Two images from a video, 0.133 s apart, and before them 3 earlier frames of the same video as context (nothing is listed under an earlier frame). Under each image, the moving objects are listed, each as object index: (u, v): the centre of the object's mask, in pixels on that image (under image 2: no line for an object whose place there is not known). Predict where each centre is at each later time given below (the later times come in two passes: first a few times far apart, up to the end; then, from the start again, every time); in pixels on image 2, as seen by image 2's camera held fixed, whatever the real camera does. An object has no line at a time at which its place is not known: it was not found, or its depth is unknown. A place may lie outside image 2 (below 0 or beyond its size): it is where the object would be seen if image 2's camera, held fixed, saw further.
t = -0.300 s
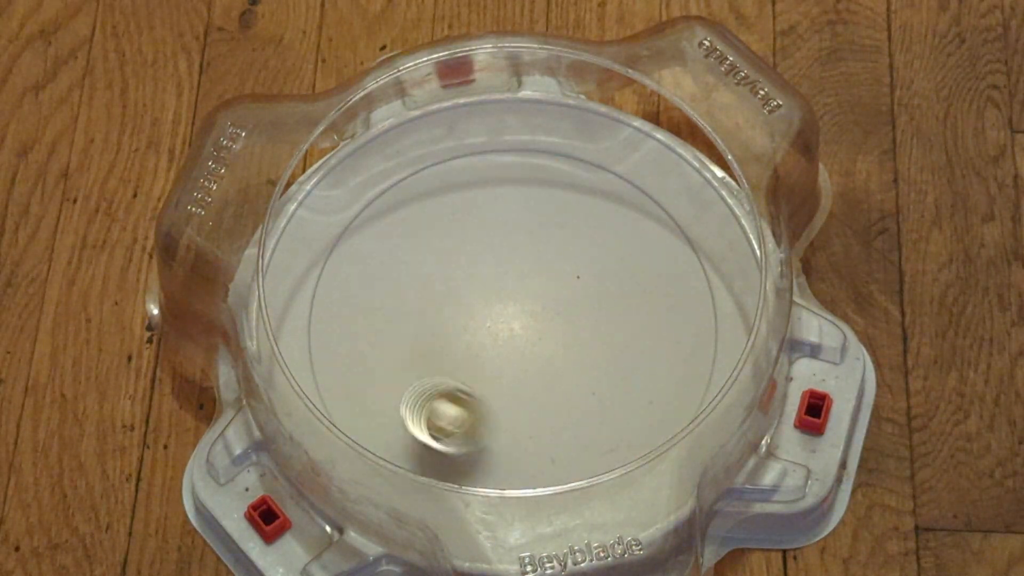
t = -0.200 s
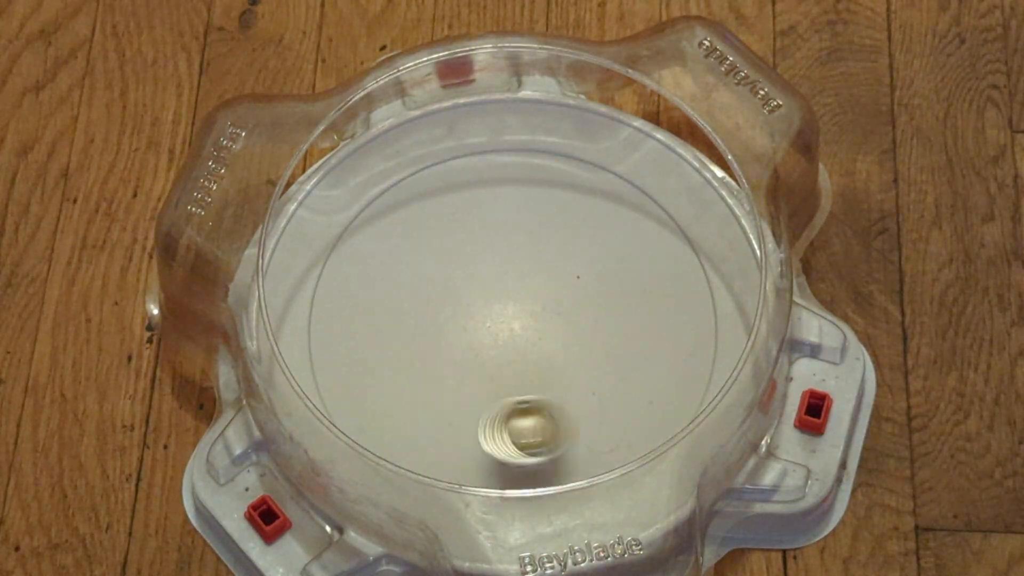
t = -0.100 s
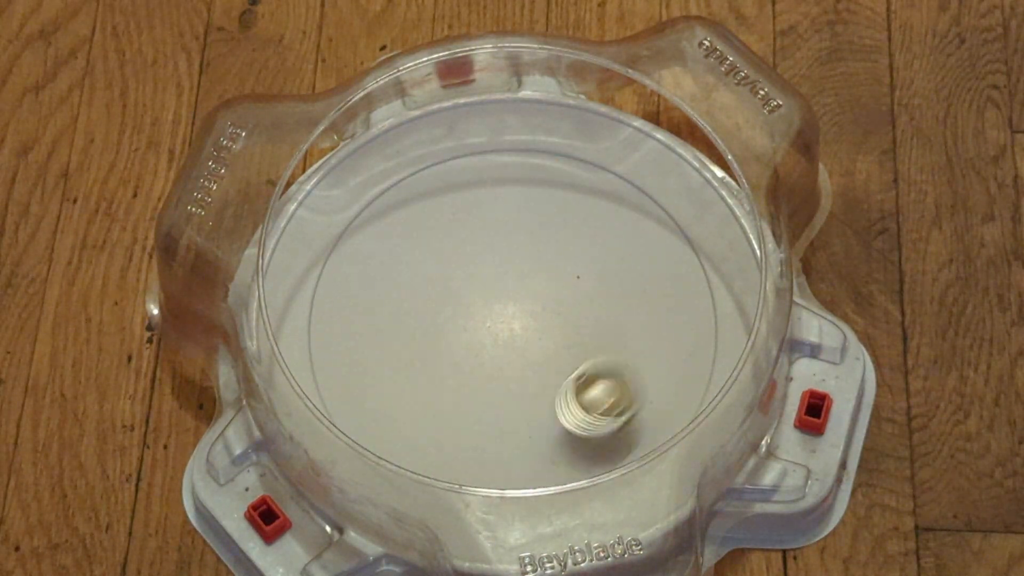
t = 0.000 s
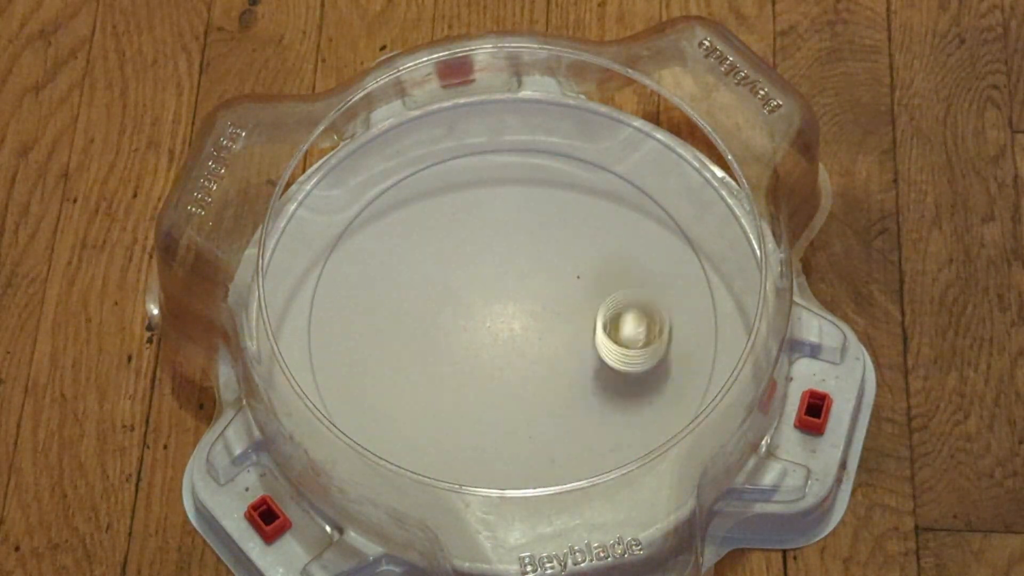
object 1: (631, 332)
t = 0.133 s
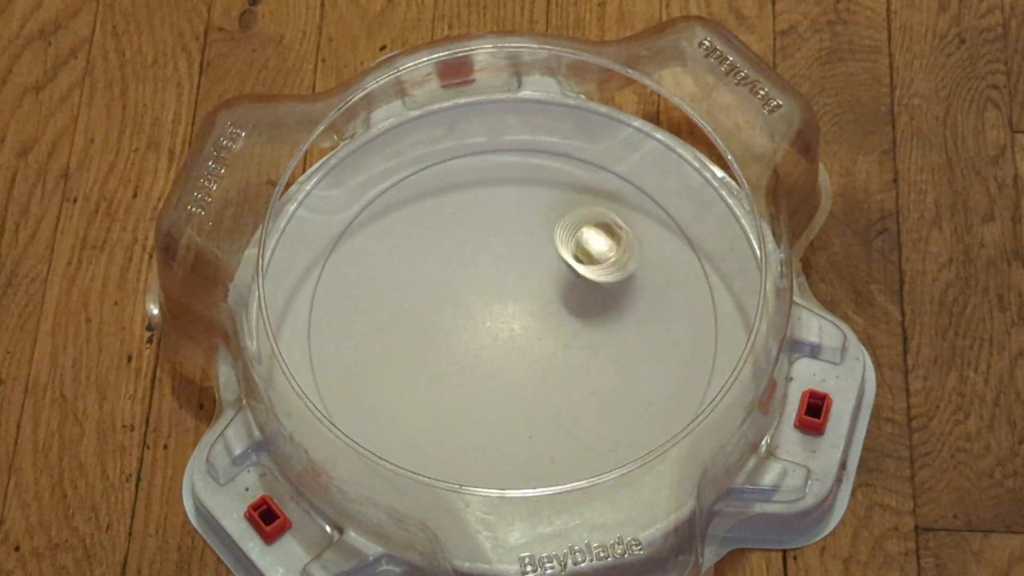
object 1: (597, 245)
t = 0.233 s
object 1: (531, 212)
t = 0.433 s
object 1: (406, 267)
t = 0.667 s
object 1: (449, 406)
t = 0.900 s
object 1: (608, 363)
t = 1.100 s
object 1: (581, 239)
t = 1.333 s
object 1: (434, 243)
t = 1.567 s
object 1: (434, 378)
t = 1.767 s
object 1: (562, 393)
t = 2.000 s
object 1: (596, 266)
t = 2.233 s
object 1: (467, 238)
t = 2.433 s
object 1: (428, 335)
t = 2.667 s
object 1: (535, 390)
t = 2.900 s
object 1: (596, 297)
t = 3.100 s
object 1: (515, 244)
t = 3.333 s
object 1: (441, 314)
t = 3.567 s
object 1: (506, 381)
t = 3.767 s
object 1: (579, 336)
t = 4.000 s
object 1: (530, 261)
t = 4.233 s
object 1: (454, 301)
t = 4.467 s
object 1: (492, 366)
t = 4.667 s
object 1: (556, 335)
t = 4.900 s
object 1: (522, 272)
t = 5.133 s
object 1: (467, 305)
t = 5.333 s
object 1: (493, 345)
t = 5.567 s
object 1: (540, 320)
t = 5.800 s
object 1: (514, 291)
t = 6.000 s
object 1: (493, 312)
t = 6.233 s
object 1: (517, 329)
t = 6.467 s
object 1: (528, 309)
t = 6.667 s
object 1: (510, 305)
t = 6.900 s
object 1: (505, 323)
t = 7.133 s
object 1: (522, 326)
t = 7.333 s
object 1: (522, 311)
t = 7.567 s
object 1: (503, 314)
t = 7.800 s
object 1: (506, 329)
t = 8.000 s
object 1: (519, 323)
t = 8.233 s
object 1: (511, 307)
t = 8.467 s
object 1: (498, 318)
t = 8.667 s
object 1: (509, 326)
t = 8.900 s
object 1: (521, 312)
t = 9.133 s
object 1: (506, 305)
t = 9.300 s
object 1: (500, 316)
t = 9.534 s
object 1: (517, 325)
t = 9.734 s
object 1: (525, 312)
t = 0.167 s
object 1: (577, 229)
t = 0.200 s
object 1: (555, 219)
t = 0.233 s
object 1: (531, 212)
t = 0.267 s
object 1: (505, 211)
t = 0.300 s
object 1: (482, 214)
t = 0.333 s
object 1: (458, 222)
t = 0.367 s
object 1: (437, 233)
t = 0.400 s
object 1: (419, 249)
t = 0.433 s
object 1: (406, 267)
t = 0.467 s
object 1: (397, 289)
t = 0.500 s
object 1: (394, 311)
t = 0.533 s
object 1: (396, 335)
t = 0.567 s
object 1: (402, 356)
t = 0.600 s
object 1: (414, 376)
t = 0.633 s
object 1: (428, 392)
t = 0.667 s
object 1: (449, 406)
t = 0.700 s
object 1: (473, 415)
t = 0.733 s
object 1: (498, 419)
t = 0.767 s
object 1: (522, 418)
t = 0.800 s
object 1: (550, 410)
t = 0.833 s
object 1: (572, 400)
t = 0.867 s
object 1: (592, 382)
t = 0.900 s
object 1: (608, 363)
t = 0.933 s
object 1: (616, 342)
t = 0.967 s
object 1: (619, 318)
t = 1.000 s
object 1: (618, 296)
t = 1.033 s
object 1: (610, 275)
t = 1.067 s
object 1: (597, 256)
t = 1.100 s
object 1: (581, 239)
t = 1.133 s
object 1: (562, 227)
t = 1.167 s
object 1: (540, 218)
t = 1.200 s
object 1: (517, 214)
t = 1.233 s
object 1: (494, 216)
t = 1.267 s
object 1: (471, 221)
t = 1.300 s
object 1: (452, 230)
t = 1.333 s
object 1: (434, 243)
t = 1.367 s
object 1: (419, 260)
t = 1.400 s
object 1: (410, 279)
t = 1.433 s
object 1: (405, 299)
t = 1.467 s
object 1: (405, 321)
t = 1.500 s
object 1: (410, 342)
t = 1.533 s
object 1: (420, 361)
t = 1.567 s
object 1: (434, 378)
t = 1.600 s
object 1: (448, 391)
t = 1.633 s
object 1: (470, 401)
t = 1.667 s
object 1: (493, 406)
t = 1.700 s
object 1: (518, 406)
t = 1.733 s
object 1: (540, 402)
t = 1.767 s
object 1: (562, 393)
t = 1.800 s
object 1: (583, 379)
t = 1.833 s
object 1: (598, 362)
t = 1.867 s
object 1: (608, 344)
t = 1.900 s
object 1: (612, 324)
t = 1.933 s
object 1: (611, 304)
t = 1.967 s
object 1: (606, 284)
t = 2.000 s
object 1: (596, 266)
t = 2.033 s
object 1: (583, 250)
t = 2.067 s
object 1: (567, 238)
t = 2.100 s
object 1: (548, 230)
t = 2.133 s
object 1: (527, 226)
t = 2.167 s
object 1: (506, 226)
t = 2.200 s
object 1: (486, 230)
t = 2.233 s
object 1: (467, 238)
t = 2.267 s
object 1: (451, 249)
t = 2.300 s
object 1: (438, 263)
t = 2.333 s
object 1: (429, 280)
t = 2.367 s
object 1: (424, 298)
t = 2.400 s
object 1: (424, 317)
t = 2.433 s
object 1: (428, 335)
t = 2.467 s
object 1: (435, 352)
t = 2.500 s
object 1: (444, 366)
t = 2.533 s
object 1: (458, 378)
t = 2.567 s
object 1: (477, 388)
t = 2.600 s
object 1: (495, 392)
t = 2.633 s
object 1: (513, 394)
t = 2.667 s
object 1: (535, 390)
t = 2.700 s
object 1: (554, 384)
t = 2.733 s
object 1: (569, 375)
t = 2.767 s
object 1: (584, 361)
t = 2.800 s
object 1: (594, 346)
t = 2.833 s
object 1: (599, 330)
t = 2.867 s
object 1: (599, 313)
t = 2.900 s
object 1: (596, 297)
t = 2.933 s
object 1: (588, 280)
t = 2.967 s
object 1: (578, 267)
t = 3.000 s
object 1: (564, 256)
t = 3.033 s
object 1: (549, 248)
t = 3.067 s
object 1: (532, 244)
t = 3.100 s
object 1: (515, 244)
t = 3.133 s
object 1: (498, 247)
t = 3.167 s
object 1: (483, 253)
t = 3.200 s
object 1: (468, 261)
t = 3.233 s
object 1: (457, 272)
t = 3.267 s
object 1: (448, 285)
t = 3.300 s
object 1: (442, 299)
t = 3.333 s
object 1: (441, 314)
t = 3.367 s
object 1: (442, 328)
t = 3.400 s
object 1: (448, 342)
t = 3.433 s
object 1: (456, 355)
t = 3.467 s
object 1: (465, 366)
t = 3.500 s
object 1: (478, 374)
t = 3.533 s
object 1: (490, 379)
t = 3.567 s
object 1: (506, 381)
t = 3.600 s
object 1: (521, 381)
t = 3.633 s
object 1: (537, 377)
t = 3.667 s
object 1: (553, 369)
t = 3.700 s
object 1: (564, 360)
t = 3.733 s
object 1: (573, 348)
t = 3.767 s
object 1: (579, 336)
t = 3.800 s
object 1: (580, 323)
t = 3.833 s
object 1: (579, 309)
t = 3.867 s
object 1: (574, 296)
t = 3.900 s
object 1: (566, 284)
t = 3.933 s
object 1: (556, 274)
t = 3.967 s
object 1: (544, 266)
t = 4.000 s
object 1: (530, 261)
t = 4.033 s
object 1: (517, 260)
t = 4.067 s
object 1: (502, 262)
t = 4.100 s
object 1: (489, 266)
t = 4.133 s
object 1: (477, 272)
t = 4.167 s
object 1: (467, 280)
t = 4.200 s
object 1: (458, 290)
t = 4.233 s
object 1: (454, 301)
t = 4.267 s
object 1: (451, 312)
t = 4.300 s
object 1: (453, 325)
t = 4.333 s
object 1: (456, 336)
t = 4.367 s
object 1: (463, 346)
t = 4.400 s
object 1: (471, 354)
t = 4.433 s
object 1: (481, 361)
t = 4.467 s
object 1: (492, 366)
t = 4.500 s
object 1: (505, 366)
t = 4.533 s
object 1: (518, 365)
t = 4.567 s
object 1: (530, 361)
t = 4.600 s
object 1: (542, 354)
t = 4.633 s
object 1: (550, 345)
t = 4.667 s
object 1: (556, 335)
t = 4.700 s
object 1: (559, 323)
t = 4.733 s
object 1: (560, 312)
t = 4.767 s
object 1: (556, 301)
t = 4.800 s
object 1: (550, 291)
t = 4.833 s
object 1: (543, 282)
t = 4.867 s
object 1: (533, 276)
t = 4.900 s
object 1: (522, 272)
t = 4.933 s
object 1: (512, 272)
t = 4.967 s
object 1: (501, 272)
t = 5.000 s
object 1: (491, 277)
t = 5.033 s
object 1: (482, 281)
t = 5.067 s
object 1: (475, 289)
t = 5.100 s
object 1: (469, 296)
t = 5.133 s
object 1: (467, 305)
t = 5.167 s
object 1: (466, 313)
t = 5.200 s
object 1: (468, 322)
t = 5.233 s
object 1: (472, 329)
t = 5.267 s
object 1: (478, 336)
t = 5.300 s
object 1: (485, 342)
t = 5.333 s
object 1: (493, 345)
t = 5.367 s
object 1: (502, 347)
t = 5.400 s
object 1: (511, 346)
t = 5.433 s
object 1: (519, 343)
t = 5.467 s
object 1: (527, 339)
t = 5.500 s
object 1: (534, 334)
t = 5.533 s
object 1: (538, 328)
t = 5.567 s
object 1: (540, 320)
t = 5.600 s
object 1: (541, 314)
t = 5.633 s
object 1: (539, 307)
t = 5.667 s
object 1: (536, 301)
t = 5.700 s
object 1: (532, 295)
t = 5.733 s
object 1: (527, 292)
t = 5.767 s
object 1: (521, 291)
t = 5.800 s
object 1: (514, 291)
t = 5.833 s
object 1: (508, 292)
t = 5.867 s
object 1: (502, 295)
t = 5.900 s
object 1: (498, 299)
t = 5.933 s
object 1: (495, 303)
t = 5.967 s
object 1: (493, 307)
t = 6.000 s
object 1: (493, 312)
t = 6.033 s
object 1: (494, 317)
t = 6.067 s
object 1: (496, 320)
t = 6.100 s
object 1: (499, 324)
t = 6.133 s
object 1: (503, 326)
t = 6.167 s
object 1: (507, 329)
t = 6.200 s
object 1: (512, 329)
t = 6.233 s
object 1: (517, 329)
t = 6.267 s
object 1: (521, 328)
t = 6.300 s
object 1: (525, 326)
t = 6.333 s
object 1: (527, 323)
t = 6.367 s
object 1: (529, 319)
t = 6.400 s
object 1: (530, 316)
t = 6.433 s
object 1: (529, 312)
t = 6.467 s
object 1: (528, 309)
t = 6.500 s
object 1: (526, 306)
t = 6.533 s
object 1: (524, 305)
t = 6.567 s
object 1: (520, 303)
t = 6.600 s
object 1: (517, 303)
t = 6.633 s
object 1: (514, 303)
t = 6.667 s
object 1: (510, 305)
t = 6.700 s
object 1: (508, 306)
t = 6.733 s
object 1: (505, 309)
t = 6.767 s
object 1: (504, 311)
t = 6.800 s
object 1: (503, 314)
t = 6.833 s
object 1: (503, 318)
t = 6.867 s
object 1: (503, 320)
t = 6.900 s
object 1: (505, 323)
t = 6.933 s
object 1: (507, 326)
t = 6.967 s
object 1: (509, 327)
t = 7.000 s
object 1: (512, 329)
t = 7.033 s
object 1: (515, 329)
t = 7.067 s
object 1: (517, 329)
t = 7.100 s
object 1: (520, 328)
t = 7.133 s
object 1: (522, 326)
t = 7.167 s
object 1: (524, 324)
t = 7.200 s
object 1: (525, 322)
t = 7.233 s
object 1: (525, 319)
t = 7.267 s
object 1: (525, 316)
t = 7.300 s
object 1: (523, 314)
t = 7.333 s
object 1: (522, 311)
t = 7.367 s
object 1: (520, 310)
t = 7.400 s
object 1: (517, 309)
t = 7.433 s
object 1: (514, 308)
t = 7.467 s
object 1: (510, 309)
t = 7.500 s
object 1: (507, 310)
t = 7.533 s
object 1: (505, 312)
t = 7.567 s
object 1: (503, 314)
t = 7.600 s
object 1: (502, 316)
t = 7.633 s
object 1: (501, 319)
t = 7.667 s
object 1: (501, 321)
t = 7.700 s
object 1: (501, 324)
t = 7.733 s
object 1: (503, 326)
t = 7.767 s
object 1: (504, 328)
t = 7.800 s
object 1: (506, 329)
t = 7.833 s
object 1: (509, 329)
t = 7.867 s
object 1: (511, 330)
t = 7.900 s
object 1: (513, 329)
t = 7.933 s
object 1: (516, 328)
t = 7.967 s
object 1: (518, 325)
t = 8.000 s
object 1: (519, 323)
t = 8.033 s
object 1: (520, 320)
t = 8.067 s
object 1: (521, 318)
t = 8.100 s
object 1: (520, 315)
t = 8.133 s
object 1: (519, 313)
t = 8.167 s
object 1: (516, 310)
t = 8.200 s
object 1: (514, 309)
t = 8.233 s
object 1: (511, 307)
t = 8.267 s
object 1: (508, 307)
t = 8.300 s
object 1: (505, 308)
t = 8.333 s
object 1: (503, 309)
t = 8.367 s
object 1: (500, 311)
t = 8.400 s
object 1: (499, 313)
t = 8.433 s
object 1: (498, 315)
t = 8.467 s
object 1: (498, 318)
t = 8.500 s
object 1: (499, 319)
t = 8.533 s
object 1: (500, 322)
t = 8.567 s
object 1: (502, 323)
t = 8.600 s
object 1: (504, 325)
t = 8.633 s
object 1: (507, 326)
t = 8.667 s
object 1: (509, 326)
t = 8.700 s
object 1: (512, 325)
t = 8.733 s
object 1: (515, 325)
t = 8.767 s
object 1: (517, 322)
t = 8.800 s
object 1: (519, 320)
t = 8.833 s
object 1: (520, 318)
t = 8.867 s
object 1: (521, 315)
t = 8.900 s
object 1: (521, 312)
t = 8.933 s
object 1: (520, 309)
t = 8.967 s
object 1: (518, 307)
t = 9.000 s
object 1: (516, 305)
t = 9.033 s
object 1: (513, 305)
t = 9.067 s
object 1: (511, 303)
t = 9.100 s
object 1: (508, 304)
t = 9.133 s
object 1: (506, 305)
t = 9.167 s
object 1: (503, 307)
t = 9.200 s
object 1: (502, 309)
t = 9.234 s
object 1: (501, 310)
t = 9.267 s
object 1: (500, 313)
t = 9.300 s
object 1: (500, 316)
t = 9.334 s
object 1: (501, 318)
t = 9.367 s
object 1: (503, 320)
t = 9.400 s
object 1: (505, 322)
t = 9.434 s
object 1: (507, 324)
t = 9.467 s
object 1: (510, 325)
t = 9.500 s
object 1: (514, 325)
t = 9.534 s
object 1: (517, 325)
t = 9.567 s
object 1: (519, 324)
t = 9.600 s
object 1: (521, 322)
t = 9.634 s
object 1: (523, 320)
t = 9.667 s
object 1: (524, 317)
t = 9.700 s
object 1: (525, 315)
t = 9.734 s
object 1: (525, 312)
